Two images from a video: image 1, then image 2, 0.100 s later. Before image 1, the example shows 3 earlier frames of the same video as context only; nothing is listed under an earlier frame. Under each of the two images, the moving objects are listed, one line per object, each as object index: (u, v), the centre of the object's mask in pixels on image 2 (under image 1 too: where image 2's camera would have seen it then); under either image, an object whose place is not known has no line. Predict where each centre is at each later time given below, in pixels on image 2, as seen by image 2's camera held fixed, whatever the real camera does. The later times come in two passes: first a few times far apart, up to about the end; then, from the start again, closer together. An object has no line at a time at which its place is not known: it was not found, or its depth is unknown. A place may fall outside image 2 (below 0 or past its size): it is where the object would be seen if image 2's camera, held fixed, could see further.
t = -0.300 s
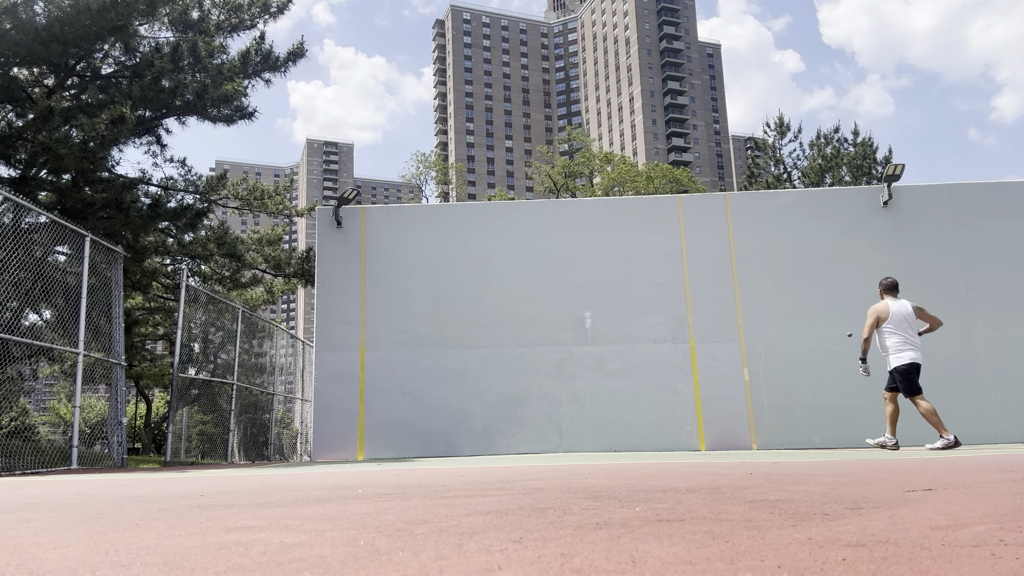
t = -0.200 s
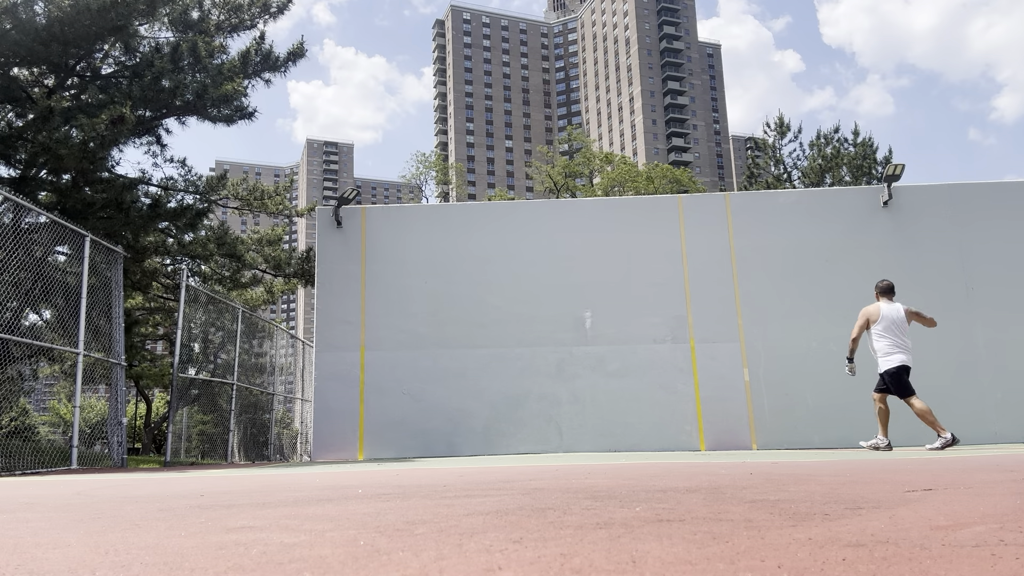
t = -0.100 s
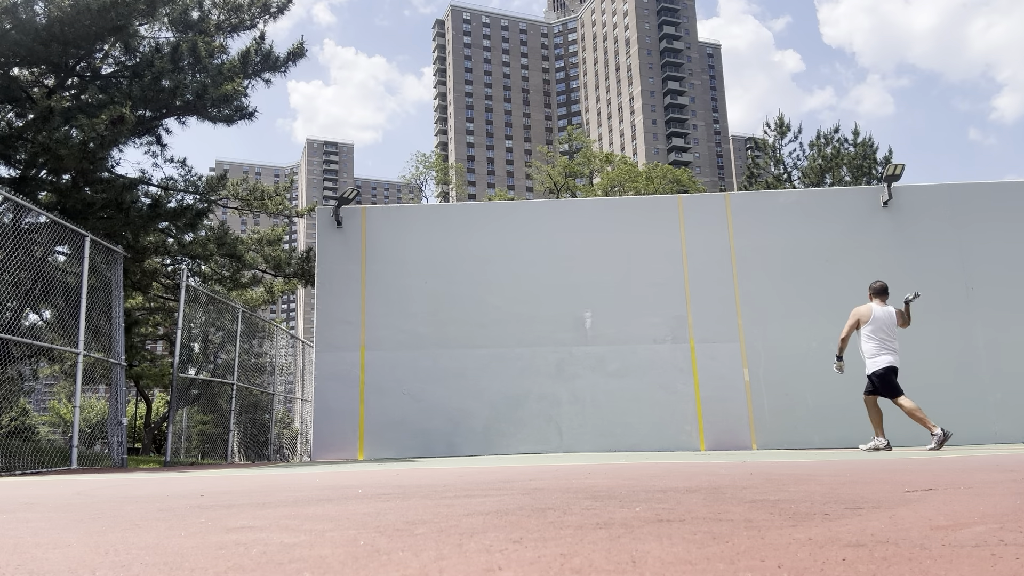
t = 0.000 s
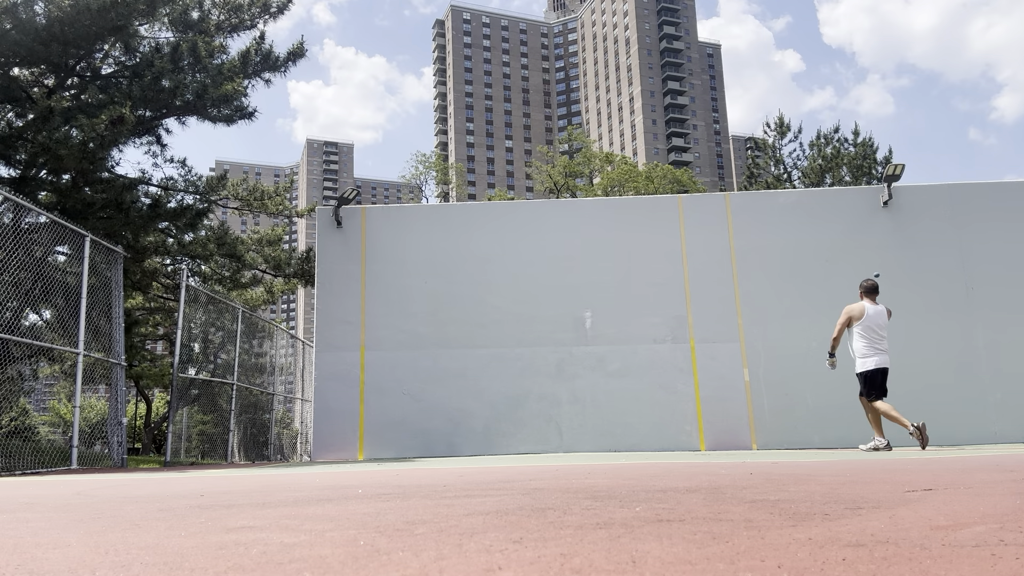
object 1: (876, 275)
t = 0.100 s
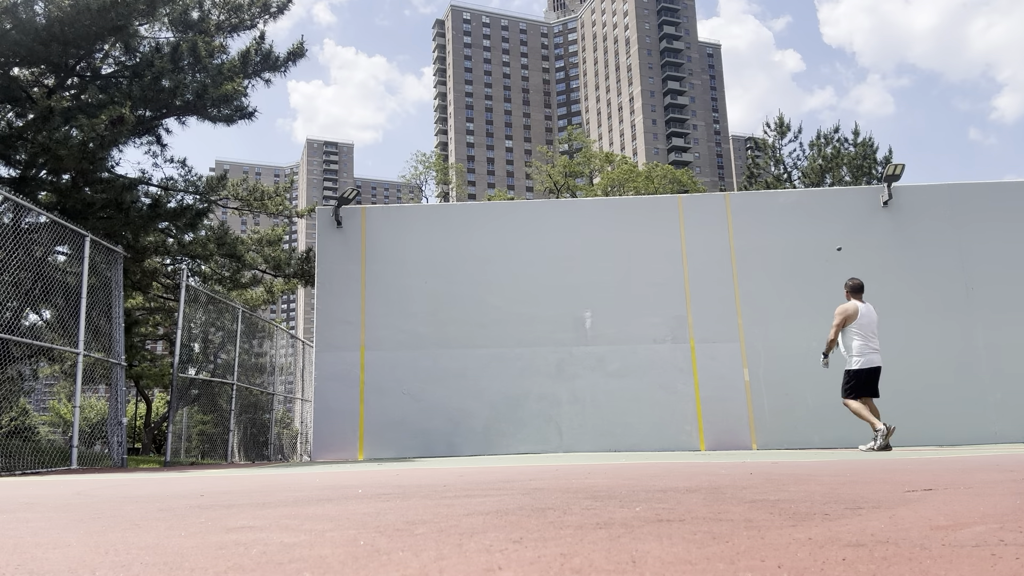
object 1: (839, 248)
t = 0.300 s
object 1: (785, 228)
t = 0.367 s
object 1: (771, 228)
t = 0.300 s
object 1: (785, 228)
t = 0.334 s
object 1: (778, 228)
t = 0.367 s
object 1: (771, 228)
